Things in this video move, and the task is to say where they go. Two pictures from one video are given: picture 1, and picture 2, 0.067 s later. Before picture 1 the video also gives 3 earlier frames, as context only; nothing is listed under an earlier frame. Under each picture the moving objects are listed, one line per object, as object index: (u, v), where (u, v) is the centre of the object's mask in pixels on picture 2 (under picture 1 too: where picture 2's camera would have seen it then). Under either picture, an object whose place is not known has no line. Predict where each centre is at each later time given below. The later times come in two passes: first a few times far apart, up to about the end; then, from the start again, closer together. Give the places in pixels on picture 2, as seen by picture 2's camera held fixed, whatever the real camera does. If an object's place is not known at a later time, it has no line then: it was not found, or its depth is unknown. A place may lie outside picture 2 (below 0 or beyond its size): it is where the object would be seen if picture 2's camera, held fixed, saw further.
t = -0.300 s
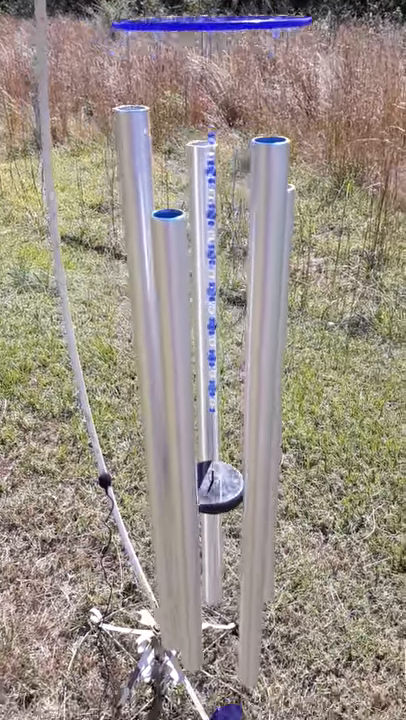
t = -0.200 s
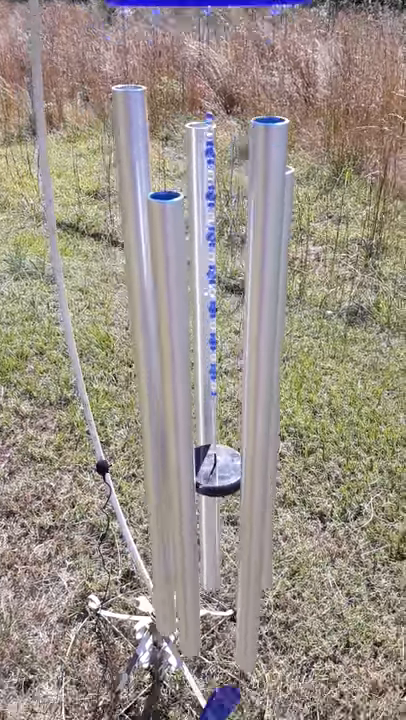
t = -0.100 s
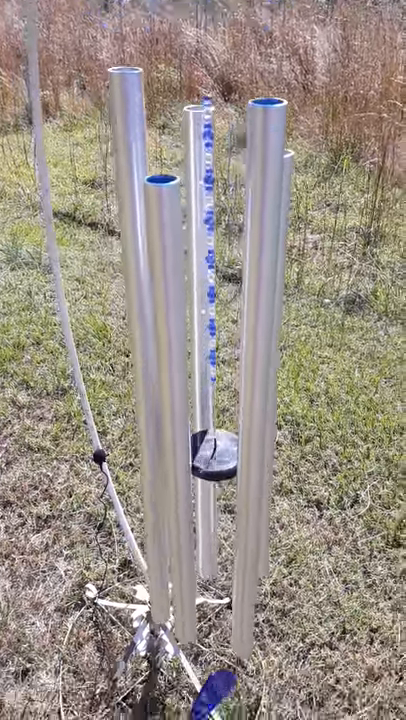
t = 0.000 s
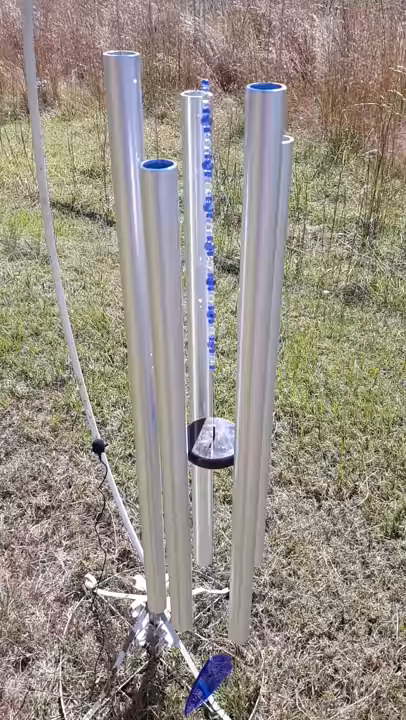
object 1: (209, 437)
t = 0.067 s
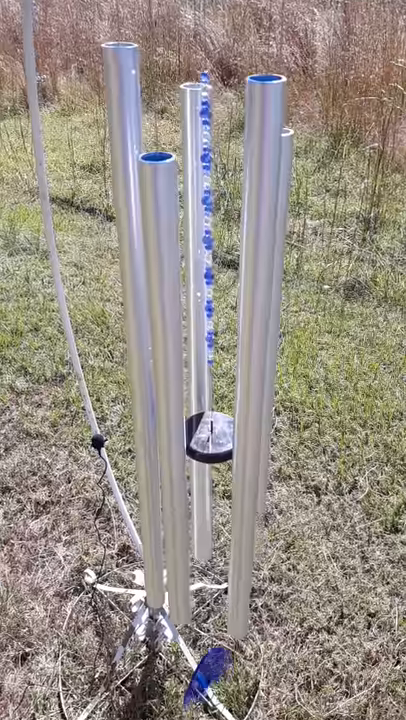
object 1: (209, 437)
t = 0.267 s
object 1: (203, 437)
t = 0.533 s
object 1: (198, 437)
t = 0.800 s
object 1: (200, 438)
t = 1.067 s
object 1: (203, 444)
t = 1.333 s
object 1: (207, 446)
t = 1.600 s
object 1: (214, 443)
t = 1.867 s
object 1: (214, 443)
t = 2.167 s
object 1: (207, 438)
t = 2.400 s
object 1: (203, 435)
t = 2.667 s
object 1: (203, 440)
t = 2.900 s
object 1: (201, 446)
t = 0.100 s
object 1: (208, 436)
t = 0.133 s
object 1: (208, 437)
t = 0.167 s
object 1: (207, 437)
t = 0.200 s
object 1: (206, 437)
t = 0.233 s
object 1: (204, 437)
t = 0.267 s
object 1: (203, 437)
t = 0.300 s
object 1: (203, 437)
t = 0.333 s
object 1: (201, 437)
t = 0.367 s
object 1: (200, 438)
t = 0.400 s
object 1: (199, 438)
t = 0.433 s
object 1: (199, 438)
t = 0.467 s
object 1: (198, 437)
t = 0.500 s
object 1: (198, 437)
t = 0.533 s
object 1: (198, 437)
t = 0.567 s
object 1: (198, 437)
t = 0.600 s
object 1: (198, 437)
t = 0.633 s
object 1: (198, 438)
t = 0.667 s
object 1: (197, 437)
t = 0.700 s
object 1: (198, 437)
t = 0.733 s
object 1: (199, 437)
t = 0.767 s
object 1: (200, 437)
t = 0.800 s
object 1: (200, 438)
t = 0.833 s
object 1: (201, 438)
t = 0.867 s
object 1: (202, 439)
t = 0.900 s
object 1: (203, 439)
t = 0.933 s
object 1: (202, 441)
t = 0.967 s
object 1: (202, 441)
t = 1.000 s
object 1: (203, 442)
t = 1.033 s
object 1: (204, 443)
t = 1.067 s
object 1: (203, 444)
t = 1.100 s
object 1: (203, 445)
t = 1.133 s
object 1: (203, 446)
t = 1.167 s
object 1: (203, 447)
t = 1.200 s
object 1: (204, 447)
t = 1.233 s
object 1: (204, 447)
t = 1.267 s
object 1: (205, 447)
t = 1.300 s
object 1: (206, 446)
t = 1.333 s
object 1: (207, 446)
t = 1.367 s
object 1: (208, 445)
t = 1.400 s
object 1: (209, 445)
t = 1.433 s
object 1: (210, 444)
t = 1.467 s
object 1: (212, 444)
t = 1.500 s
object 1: (212, 444)
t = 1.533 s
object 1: (212, 443)
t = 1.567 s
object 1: (213, 443)
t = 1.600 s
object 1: (214, 443)
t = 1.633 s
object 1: (214, 443)
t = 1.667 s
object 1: (214, 443)
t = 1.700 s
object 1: (216, 442)
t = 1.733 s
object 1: (215, 443)
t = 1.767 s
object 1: (214, 443)
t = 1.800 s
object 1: (214, 443)
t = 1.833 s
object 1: (215, 443)
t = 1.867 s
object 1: (214, 443)
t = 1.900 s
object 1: (213, 443)
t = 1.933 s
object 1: (212, 442)
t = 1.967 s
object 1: (212, 442)
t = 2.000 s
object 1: (210, 442)
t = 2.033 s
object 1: (210, 441)
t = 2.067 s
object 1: (210, 440)
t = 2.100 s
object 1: (209, 439)
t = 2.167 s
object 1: (207, 438)
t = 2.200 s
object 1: (207, 437)
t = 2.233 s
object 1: (206, 436)
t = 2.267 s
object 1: (205, 436)
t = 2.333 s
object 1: (204, 435)
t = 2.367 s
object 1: (204, 434)
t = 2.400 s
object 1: (203, 435)
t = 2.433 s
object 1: (203, 435)
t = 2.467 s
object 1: (203, 435)
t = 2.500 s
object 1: (202, 436)
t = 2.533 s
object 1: (203, 436)
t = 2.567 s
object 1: (203, 437)
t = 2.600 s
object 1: (202, 438)
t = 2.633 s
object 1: (203, 439)
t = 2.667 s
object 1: (203, 440)
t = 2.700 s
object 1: (201, 441)
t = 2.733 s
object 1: (202, 442)
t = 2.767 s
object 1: (202, 443)
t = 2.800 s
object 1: (201, 444)
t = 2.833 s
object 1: (201, 445)
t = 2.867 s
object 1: (201, 445)
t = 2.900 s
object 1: (201, 446)
